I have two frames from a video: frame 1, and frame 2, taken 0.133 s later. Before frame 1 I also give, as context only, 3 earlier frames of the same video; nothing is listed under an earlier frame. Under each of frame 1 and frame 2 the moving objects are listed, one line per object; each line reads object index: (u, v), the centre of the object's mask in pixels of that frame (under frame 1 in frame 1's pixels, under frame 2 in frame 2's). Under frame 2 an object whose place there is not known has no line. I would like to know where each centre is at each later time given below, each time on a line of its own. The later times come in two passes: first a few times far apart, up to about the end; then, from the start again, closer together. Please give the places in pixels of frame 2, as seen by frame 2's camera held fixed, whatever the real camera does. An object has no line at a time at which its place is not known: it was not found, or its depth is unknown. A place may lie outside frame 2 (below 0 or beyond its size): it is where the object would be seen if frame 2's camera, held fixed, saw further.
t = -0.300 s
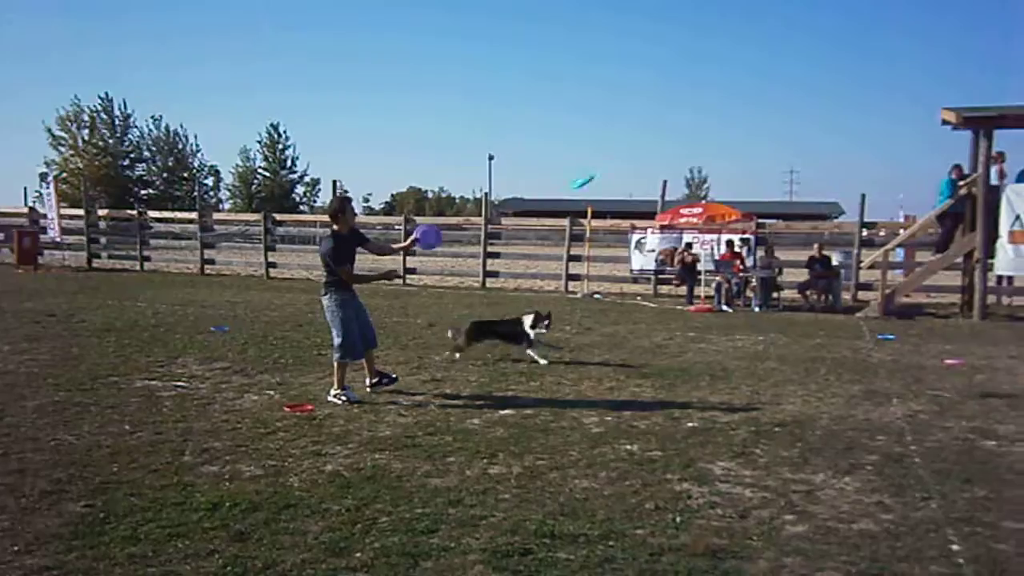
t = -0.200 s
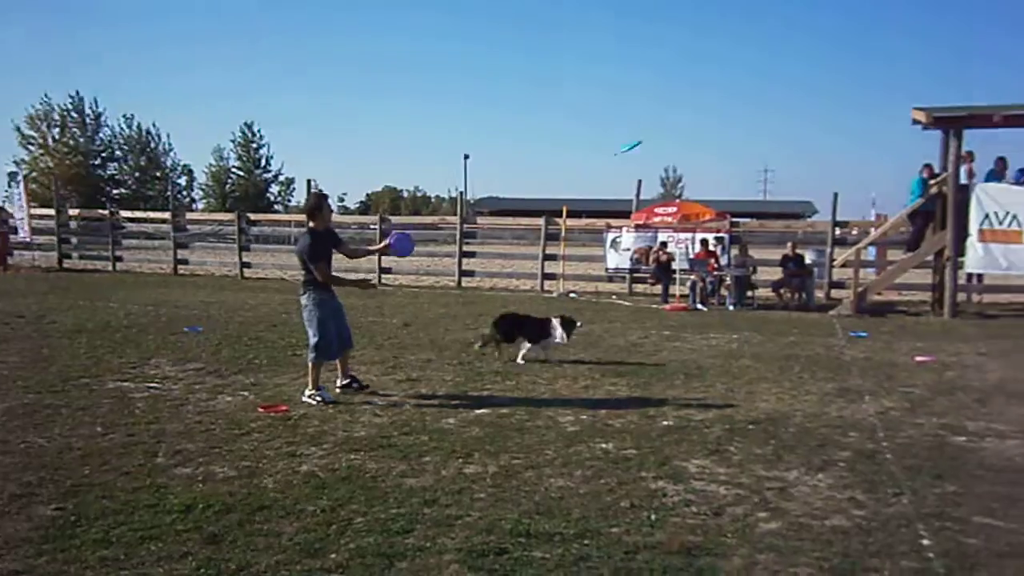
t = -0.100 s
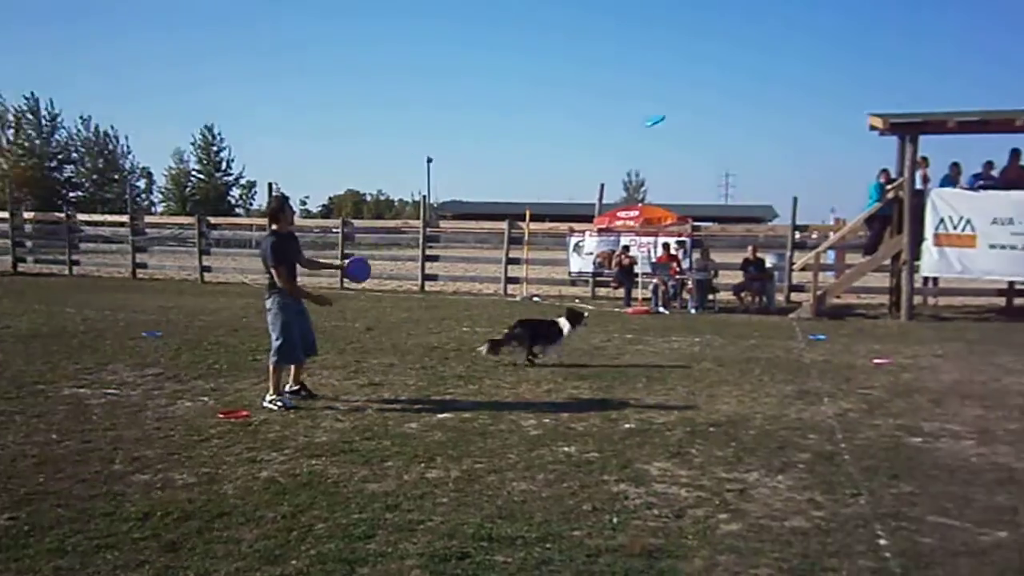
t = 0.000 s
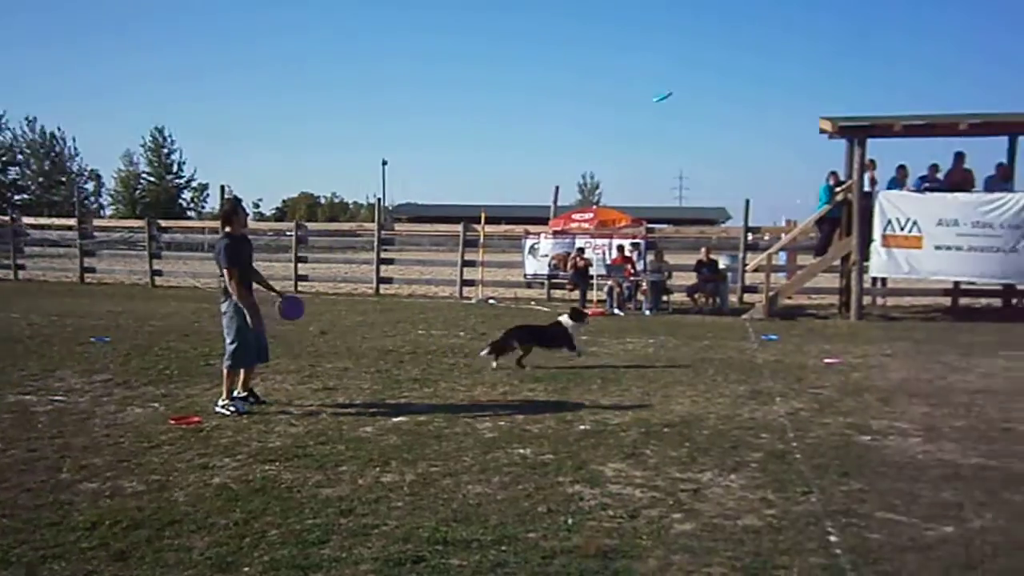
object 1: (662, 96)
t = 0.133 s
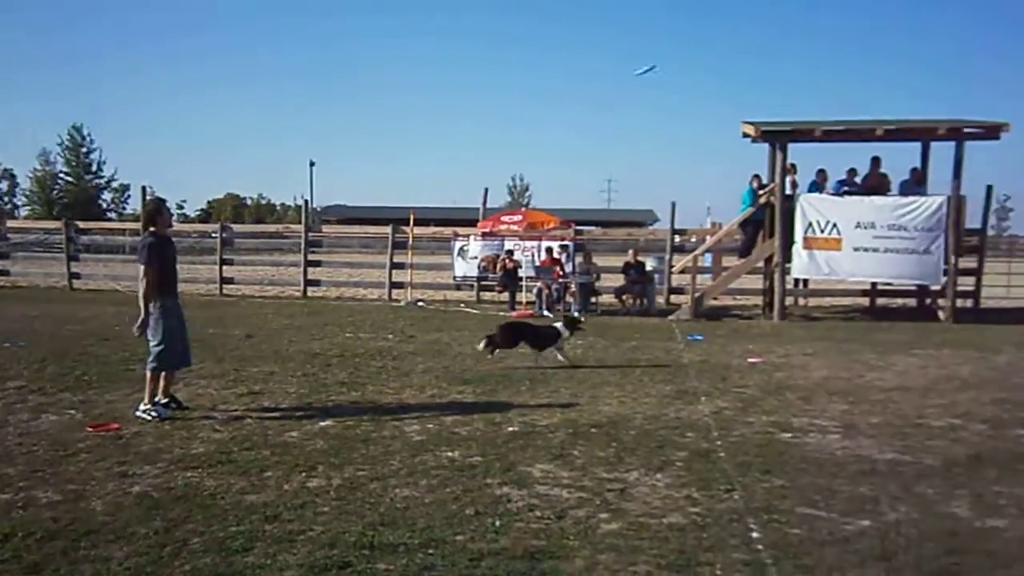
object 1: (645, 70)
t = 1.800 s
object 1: (941, 134)
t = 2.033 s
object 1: (991, 232)
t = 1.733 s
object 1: (930, 113)
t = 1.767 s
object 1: (936, 123)
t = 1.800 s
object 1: (941, 134)
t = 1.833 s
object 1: (948, 146)
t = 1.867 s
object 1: (955, 158)
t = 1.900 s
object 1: (962, 172)
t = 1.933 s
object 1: (969, 186)
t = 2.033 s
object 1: (991, 232)
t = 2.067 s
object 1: (1001, 247)
